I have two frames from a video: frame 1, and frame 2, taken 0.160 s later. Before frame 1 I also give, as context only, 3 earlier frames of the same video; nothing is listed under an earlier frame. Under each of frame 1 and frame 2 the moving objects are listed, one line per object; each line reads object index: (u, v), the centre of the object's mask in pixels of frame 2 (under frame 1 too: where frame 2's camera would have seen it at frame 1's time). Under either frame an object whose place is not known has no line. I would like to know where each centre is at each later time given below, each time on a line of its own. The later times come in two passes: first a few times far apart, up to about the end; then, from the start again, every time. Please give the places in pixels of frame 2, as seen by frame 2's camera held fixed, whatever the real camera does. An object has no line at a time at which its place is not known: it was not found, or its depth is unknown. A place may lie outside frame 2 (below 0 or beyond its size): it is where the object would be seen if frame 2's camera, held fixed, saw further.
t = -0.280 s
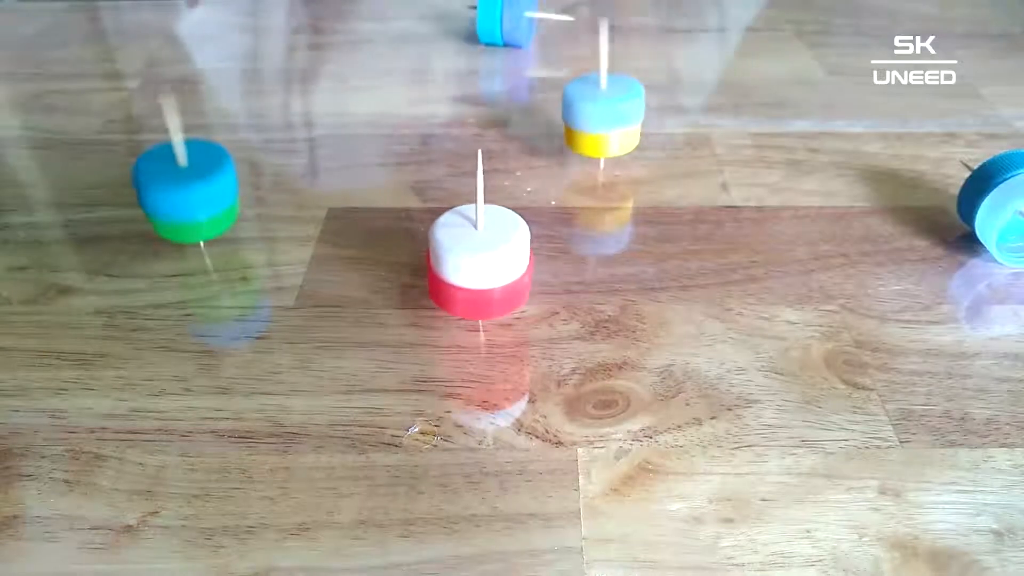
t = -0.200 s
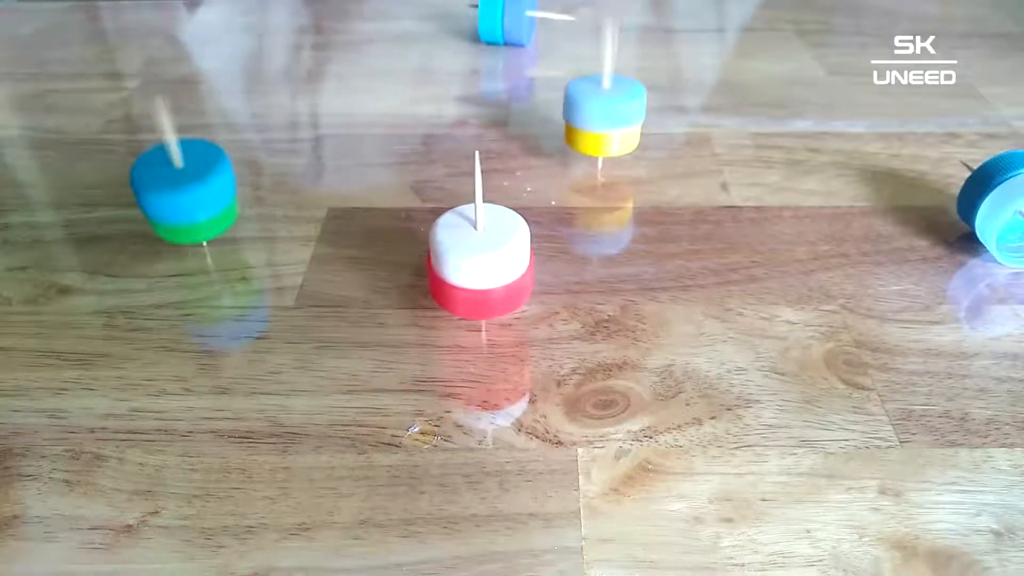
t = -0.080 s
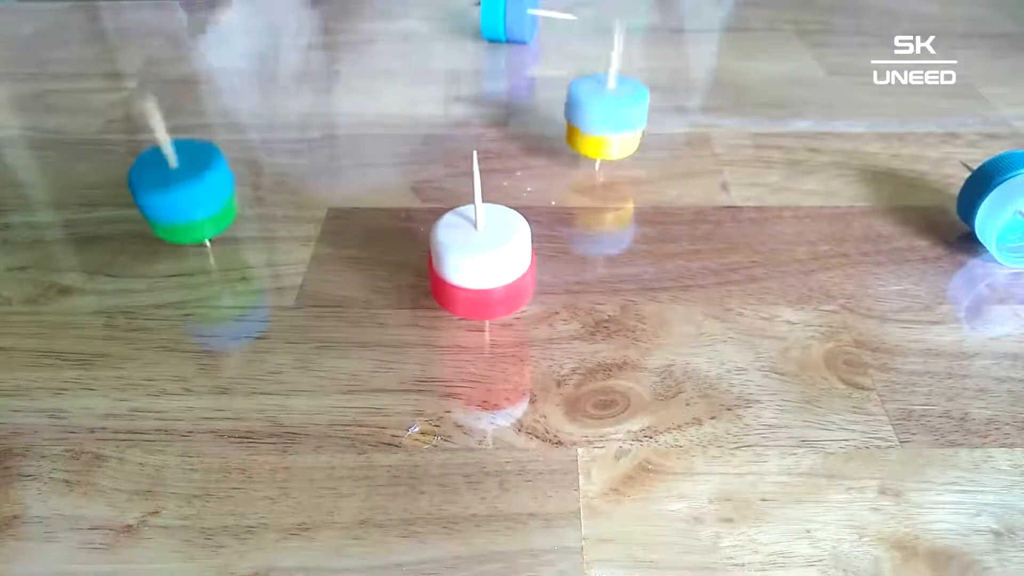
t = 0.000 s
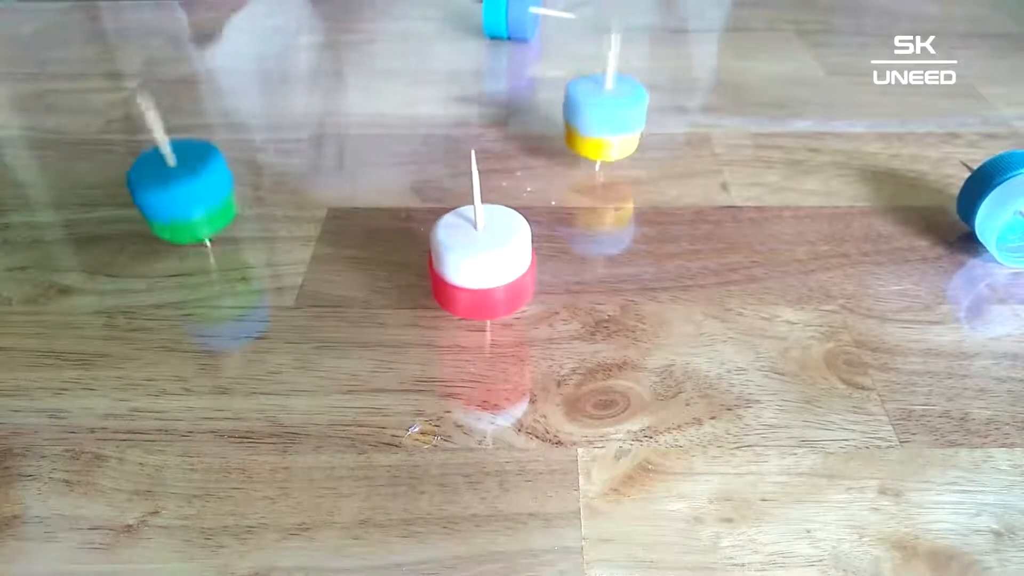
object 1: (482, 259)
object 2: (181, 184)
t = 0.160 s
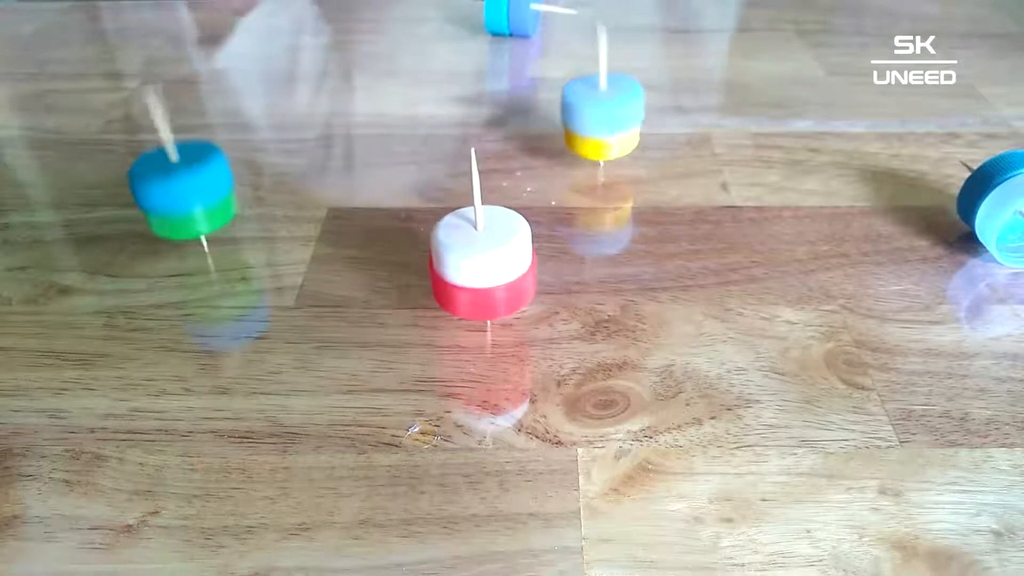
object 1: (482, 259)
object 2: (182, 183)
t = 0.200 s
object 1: (482, 260)
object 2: (183, 183)
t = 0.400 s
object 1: (481, 260)
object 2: (188, 183)
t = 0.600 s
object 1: (479, 260)
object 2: (186, 185)
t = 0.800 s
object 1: (478, 260)
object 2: (178, 185)
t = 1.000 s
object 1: (478, 260)
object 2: (178, 183)
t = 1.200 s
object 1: (478, 260)
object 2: (184, 184)
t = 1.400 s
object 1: (477, 261)
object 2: (182, 187)
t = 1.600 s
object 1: (474, 261)
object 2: (173, 187)
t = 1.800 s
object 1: (473, 261)
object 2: (174, 184)
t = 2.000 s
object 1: (473, 260)
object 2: (181, 184)
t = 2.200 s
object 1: (472, 261)
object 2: (179, 188)
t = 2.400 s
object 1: (468, 262)
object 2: (169, 188)
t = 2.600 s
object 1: (465, 262)
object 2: (171, 185)
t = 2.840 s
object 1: (464, 262)
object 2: (180, 186)
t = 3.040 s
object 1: (463, 262)
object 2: (170, 190)
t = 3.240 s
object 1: (462, 263)
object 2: (164, 188)
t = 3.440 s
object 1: (459, 263)
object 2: (173, 184)
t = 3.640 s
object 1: (458, 263)
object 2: (175, 189)
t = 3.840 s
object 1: (457, 263)
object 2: (162, 191)
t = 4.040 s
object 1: (456, 263)
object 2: (165, 185)
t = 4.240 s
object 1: (455, 264)
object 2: (175, 187)
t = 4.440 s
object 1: (454, 264)
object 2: (166, 192)
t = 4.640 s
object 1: (452, 265)
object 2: (160, 189)
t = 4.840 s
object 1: (451, 265)
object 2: (171, 186)
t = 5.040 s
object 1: (450, 265)
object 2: (169, 193)
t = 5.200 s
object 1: (449, 265)
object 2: (158, 192)
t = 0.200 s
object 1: (482, 260)
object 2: (183, 183)
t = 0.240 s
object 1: (482, 260)
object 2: (183, 183)
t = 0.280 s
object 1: (482, 260)
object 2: (185, 183)
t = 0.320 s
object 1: (481, 260)
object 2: (187, 182)
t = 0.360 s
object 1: (481, 260)
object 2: (188, 183)
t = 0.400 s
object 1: (481, 260)
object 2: (188, 183)
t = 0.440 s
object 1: (480, 260)
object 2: (188, 183)
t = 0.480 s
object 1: (480, 260)
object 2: (189, 183)
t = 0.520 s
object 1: (479, 260)
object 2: (188, 184)
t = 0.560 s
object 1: (479, 260)
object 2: (187, 185)
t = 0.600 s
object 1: (479, 260)
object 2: (186, 185)
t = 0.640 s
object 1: (479, 260)
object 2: (185, 186)
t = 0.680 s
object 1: (478, 260)
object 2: (183, 186)
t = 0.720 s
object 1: (478, 260)
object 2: (181, 186)
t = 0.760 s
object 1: (478, 260)
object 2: (180, 186)
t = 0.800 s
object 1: (478, 260)
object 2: (178, 185)
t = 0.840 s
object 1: (478, 259)
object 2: (177, 185)
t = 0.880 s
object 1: (478, 259)
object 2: (177, 185)
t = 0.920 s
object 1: (478, 259)
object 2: (177, 185)
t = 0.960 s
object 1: (478, 259)
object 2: (178, 184)
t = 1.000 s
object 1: (478, 260)
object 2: (178, 183)
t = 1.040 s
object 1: (478, 259)
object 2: (180, 183)
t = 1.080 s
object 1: (478, 260)
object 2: (180, 183)
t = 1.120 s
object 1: (478, 260)
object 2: (181, 183)
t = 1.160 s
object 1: (478, 260)
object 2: (182, 183)
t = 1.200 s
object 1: (478, 260)
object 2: (184, 184)
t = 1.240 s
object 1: (478, 260)
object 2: (185, 184)
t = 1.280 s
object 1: (478, 260)
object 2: (185, 184)
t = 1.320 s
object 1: (477, 260)
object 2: (185, 185)
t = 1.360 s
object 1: (477, 261)
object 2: (184, 186)
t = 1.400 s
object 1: (477, 261)
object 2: (182, 187)
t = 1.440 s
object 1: (476, 261)
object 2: (181, 187)
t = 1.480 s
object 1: (475, 261)
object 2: (179, 188)
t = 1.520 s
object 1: (475, 261)
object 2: (177, 187)
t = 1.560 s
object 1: (474, 261)
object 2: (175, 187)
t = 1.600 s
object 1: (474, 261)
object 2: (173, 187)
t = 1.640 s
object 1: (474, 261)
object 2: (173, 187)
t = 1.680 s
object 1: (474, 261)
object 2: (172, 186)
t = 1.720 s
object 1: (474, 260)
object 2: (173, 186)
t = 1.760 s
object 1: (473, 261)
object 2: (173, 184)
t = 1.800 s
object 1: (473, 261)
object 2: (174, 184)
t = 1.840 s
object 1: (473, 261)
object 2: (175, 183)
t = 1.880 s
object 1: (473, 261)
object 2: (177, 182)
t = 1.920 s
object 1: (473, 261)
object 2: (178, 184)
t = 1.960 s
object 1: (473, 261)
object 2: (180, 184)
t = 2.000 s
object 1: (473, 260)
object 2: (181, 184)
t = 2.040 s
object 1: (472, 261)
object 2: (182, 184)
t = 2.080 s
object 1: (472, 260)
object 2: (182, 185)
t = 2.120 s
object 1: (472, 261)
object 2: (182, 186)
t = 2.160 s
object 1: (472, 261)
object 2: (181, 187)
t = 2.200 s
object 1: (472, 261)
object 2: (179, 188)
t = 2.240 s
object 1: (471, 262)
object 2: (177, 190)
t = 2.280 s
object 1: (470, 262)
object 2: (174, 188)
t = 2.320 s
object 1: (470, 262)
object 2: (172, 188)
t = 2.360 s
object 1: (469, 262)
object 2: (170, 189)
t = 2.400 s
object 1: (468, 262)
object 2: (169, 188)
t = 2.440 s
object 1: (468, 262)
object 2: (168, 188)
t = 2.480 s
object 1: (467, 262)
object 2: (168, 187)
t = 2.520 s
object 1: (466, 262)
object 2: (169, 186)
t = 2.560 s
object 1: (466, 262)
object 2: (170, 185)
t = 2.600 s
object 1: (465, 262)
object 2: (171, 185)
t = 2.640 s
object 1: (465, 262)
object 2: (173, 184)
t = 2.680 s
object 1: (465, 262)
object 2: (175, 183)
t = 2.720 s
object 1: (465, 262)
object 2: (177, 183)
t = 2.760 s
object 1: (464, 262)
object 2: (178, 184)
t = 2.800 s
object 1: (464, 262)
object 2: (179, 185)
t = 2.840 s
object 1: (464, 262)
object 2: (180, 186)
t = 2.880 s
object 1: (464, 262)
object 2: (179, 187)
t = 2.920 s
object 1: (464, 262)
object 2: (178, 189)
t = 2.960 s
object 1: (464, 262)
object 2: (176, 190)
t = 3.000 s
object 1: (463, 262)
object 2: (172, 189)
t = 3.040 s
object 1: (463, 262)
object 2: (170, 190)
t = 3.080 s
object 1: (463, 262)
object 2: (167, 190)
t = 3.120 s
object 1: (463, 262)
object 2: (165, 190)
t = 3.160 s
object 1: (463, 263)
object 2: (165, 189)
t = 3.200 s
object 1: (462, 263)
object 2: (164, 188)
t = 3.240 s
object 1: (462, 263)
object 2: (164, 188)
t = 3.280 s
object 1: (461, 263)
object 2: (165, 186)
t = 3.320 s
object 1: (461, 263)
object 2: (167, 186)
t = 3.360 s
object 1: (460, 263)
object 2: (169, 186)
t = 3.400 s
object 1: (459, 263)
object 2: (171, 185)
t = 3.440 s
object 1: (459, 263)
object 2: (173, 184)
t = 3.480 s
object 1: (459, 263)
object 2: (175, 184)
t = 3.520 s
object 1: (459, 263)
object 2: (177, 185)
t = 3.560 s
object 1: (458, 263)
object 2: (177, 187)
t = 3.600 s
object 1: (458, 263)
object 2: (177, 188)
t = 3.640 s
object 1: (458, 263)
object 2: (175, 189)
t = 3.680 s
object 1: (458, 263)
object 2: (173, 190)
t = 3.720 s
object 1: (458, 263)
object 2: (170, 191)
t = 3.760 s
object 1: (457, 263)
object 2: (167, 192)
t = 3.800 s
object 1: (457, 263)
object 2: (164, 193)
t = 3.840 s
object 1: (457, 263)
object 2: (162, 191)
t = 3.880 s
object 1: (457, 263)
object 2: (161, 190)
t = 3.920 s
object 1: (457, 264)
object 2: (161, 190)
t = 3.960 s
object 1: (457, 263)
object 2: (161, 189)
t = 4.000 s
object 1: (457, 263)
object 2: (163, 188)
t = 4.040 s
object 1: (456, 263)
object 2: (165, 185)
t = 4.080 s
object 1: (456, 263)
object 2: (167, 184)
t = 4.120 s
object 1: (456, 264)
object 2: (170, 184)
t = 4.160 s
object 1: (456, 264)
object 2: (173, 184)
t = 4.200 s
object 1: (455, 264)
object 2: (175, 186)
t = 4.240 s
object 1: (455, 264)
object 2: (175, 187)
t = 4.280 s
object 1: (455, 264)
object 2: (175, 189)
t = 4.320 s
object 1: (455, 264)
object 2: (174, 189)
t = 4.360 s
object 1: (455, 264)
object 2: (172, 190)
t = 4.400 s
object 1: (455, 264)
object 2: (169, 191)
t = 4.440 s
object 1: (454, 264)
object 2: (166, 192)
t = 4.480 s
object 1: (454, 264)
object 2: (164, 193)
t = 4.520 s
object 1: (453, 265)
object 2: (161, 193)
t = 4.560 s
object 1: (453, 265)
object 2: (159, 191)
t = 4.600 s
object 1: (453, 265)
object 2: (159, 190)
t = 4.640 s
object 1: (452, 265)
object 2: (160, 189)
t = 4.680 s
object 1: (452, 265)
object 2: (162, 188)
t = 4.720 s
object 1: (452, 265)
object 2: (164, 188)
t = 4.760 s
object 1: (452, 265)
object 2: (167, 188)
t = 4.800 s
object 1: (451, 265)
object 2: (169, 187)
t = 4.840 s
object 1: (451, 265)
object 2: (171, 186)
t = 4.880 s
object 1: (451, 265)
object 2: (172, 187)
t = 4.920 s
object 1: (451, 265)
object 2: (172, 189)
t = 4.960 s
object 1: (451, 265)
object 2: (172, 190)
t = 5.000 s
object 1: (451, 265)
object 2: (171, 191)
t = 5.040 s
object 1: (450, 265)
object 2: (169, 193)
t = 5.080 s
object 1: (450, 265)
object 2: (166, 193)
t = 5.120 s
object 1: (449, 265)
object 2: (163, 193)
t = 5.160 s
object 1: (449, 265)
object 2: (160, 193)
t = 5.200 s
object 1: (449, 265)
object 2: (158, 192)
